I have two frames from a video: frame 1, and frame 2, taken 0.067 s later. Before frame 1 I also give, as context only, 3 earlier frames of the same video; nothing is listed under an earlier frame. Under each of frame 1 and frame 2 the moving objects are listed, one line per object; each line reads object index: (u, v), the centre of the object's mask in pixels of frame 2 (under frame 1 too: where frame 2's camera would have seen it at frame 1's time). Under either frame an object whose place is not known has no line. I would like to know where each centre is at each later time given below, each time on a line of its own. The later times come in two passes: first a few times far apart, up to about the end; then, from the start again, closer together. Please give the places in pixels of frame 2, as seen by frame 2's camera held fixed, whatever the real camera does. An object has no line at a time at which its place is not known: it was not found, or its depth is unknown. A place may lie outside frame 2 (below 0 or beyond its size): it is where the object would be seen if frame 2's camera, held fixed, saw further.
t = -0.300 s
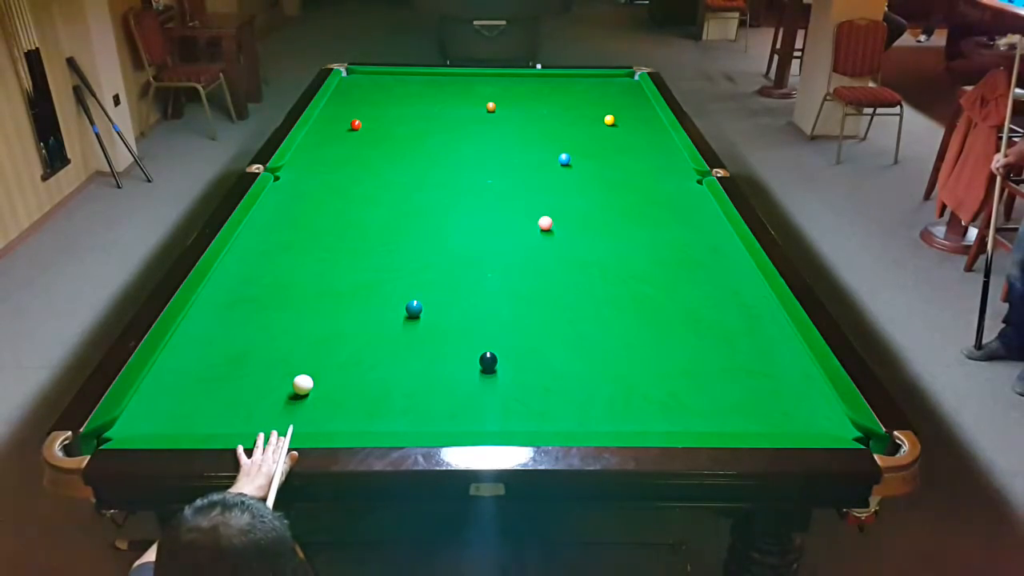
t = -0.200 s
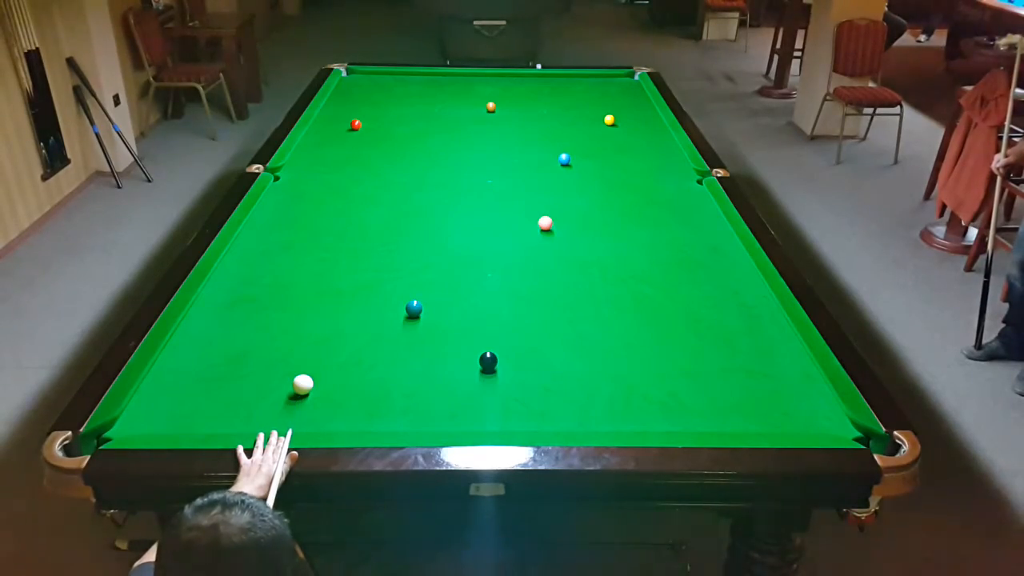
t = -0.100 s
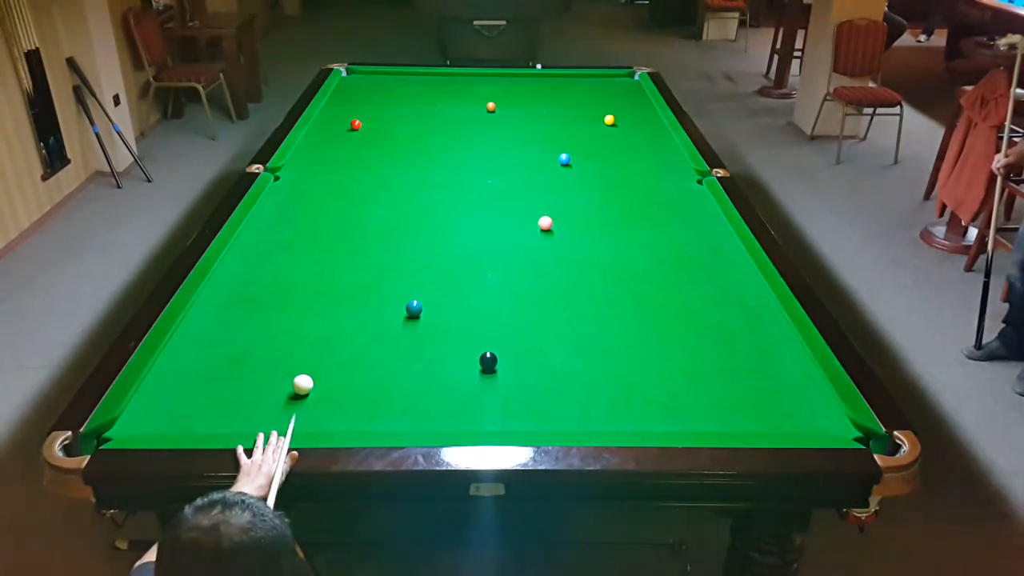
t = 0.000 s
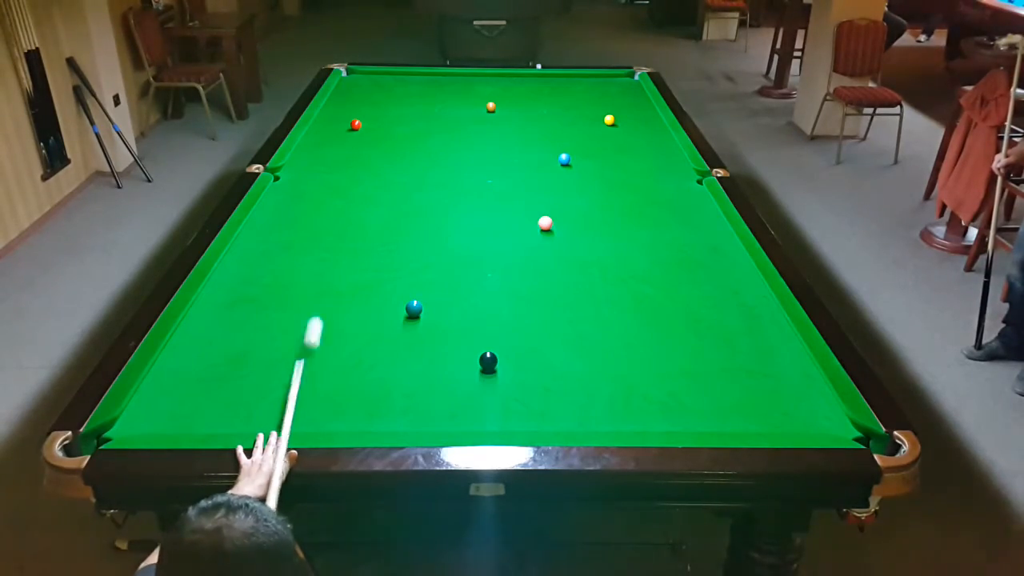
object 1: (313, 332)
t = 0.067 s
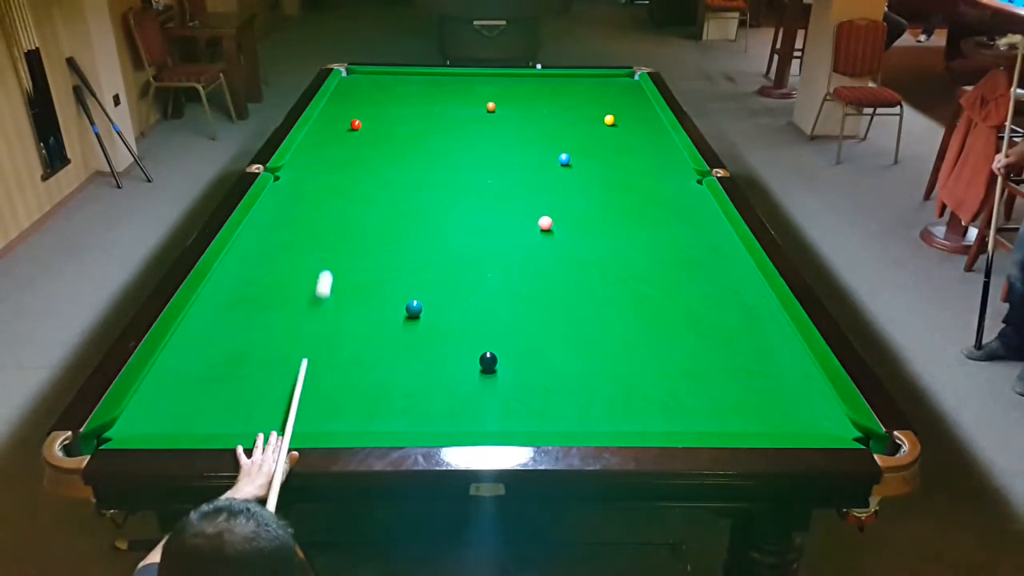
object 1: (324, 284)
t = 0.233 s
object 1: (342, 197)
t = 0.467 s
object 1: (359, 126)
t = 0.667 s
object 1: (376, 122)
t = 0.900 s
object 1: (392, 109)
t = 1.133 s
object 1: (405, 95)
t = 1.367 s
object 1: (417, 82)
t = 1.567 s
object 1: (425, 73)
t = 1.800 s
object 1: (428, 82)
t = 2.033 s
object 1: (432, 90)
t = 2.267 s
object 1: (435, 98)
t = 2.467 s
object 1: (438, 106)
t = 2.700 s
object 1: (441, 115)
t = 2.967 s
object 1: (445, 125)
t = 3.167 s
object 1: (448, 134)
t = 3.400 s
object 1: (452, 143)
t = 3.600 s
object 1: (455, 151)
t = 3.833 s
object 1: (459, 161)
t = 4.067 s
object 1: (462, 171)
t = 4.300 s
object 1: (466, 181)
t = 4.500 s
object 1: (469, 190)
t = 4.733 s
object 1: (473, 200)
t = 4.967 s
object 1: (477, 209)
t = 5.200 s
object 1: (481, 219)
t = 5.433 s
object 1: (484, 229)
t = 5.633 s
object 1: (487, 237)
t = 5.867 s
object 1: (490, 246)
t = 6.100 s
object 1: (493, 254)
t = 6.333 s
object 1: (495, 263)
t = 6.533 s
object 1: (497, 270)
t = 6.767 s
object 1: (500, 277)
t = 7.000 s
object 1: (502, 284)
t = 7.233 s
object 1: (504, 291)
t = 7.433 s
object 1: (506, 295)
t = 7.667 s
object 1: (507, 300)
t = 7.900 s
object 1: (509, 304)
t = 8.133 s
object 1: (509, 307)
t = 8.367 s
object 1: (510, 309)
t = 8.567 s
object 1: (510, 310)
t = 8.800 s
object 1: (510, 310)
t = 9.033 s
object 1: (510, 310)
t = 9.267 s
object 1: (510, 310)
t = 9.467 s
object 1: (510, 310)
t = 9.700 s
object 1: (510, 310)
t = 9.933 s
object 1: (510, 310)
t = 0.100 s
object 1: (329, 264)
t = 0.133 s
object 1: (333, 245)
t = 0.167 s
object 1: (336, 228)
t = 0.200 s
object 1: (339, 211)
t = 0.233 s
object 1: (342, 197)
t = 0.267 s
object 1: (345, 183)
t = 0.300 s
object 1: (348, 170)
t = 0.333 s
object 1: (350, 158)
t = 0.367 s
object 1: (352, 147)
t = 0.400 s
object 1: (354, 137)
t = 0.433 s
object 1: (356, 128)
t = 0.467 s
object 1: (359, 126)
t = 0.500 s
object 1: (362, 126)
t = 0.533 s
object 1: (364, 126)
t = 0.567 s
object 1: (367, 125)
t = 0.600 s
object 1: (370, 124)
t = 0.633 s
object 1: (373, 123)
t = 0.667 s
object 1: (376, 122)
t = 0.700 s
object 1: (378, 120)
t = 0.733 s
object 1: (381, 119)
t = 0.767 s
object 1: (383, 117)
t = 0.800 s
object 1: (385, 115)
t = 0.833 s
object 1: (387, 113)
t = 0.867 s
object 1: (390, 111)
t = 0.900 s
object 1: (392, 109)
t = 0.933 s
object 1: (394, 107)
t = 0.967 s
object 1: (396, 105)
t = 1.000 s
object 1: (398, 103)
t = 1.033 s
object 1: (400, 101)
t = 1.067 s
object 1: (402, 99)
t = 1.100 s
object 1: (403, 96)
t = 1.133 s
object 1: (405, 95)
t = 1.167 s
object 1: (407, 92)
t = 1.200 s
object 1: (409, 91)
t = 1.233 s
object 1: (410, 89)
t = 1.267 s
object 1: (412, 87)
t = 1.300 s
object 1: (414, 85)
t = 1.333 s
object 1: (415, 83)
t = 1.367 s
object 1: (417, 82)
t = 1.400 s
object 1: (419, 80)
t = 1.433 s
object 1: (420, 78)
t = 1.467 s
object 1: (422, 77)
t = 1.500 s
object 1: (423, 75)
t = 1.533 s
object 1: (425, 73)
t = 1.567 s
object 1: (425, 73)
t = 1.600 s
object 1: (426, 74)
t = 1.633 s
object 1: (426, 76)
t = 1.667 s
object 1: (427, 77)
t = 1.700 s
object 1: (427, 78)
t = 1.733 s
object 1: (427, 79)
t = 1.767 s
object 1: (428, 81)
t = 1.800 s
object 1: (428, 82)
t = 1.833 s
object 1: (429, 83)
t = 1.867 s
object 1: (429, 84)
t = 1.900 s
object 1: (430, 85)
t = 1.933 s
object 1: (430, 86)
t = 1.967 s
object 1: (431, 87)
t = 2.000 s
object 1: (431, 89)
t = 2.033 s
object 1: (432, 90)
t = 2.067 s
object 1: (432, 91)
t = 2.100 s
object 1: (433, 92)
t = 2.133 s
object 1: (433, 94)
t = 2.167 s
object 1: (434, 95)
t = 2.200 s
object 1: (434, 96)
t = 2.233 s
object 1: (435, 97)
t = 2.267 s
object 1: (435, 98)
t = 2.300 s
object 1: (436, 100)
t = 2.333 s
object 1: (436, 101)
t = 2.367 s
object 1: (437, 102)
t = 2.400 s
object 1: (437, 103)
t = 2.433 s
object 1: (438, 105)
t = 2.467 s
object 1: (438, 106)
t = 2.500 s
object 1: (439, 107)
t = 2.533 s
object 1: (439, 108)
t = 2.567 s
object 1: (440, 110)
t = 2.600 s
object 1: (440, 111)
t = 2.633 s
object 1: (441, 112)
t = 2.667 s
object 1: (441, 114)
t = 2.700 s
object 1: (441, 115)
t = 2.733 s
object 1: (442, 116)
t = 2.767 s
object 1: (443, 117)
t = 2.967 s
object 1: (445, 125)
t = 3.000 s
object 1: (446, 127)
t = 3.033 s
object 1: (446, 128)
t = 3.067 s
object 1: (447, 129)
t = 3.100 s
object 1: (447, 131)
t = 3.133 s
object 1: (448, 132)
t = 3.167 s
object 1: (448, 134)
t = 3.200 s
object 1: (449, 135)
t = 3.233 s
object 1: (450, 136)
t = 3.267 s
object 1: (450, 137)
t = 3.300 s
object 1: (450, 139)
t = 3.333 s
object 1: (451, 140)
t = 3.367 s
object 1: (451, 141)
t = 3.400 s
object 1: (452, 143)
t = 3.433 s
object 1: (452, 144)
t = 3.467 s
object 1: (453, 146)
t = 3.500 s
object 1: (454, 147)
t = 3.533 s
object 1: (454, 148)
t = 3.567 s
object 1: (455, 150)
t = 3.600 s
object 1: (455, 151)
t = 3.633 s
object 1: (456, 153)
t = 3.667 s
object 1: (456, 154)
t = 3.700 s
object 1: (456, 155)
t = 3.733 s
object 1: (457, 157)
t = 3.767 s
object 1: (458, 158)
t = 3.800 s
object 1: (458, 160)
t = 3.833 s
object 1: (459, 161)
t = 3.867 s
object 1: (459, 163)
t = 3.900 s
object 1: (460, 164)
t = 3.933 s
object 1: (460, 165)
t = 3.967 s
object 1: (461, 167)
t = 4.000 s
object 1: (461, 168)
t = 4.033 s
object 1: (462, 170)
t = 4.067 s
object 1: (462, 171)
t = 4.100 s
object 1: (463, 172)
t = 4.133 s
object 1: (463, 174)
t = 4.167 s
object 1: (464, 175)
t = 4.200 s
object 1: (464, 177)
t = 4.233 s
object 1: (465, 178)
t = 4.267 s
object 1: (465, 180)
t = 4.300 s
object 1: (466, 181)
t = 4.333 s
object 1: (467, 183)
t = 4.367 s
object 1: (467, 184)
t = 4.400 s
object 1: (468, 186)
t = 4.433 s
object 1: (468, 187)
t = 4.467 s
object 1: (469, 188)
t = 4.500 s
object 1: (469, 190)
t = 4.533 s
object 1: (470, 191)
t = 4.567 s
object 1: (471, 193)
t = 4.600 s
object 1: (471, 194)
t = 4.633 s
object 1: (472, 195)
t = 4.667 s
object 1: (472, 197)
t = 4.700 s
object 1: (473, 198)
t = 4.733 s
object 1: (473, 200)
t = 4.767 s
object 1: (474, 201)
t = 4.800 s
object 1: (474, 202)
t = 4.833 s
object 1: (475, 204)
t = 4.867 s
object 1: (475, 205)
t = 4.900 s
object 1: (476, 206)
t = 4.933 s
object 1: (477, 208)
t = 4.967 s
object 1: (477, 209)
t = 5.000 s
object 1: (478, 211)
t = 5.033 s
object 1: (478, 212)
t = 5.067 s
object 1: (479, 213)
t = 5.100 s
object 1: (479, 215)
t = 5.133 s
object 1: (480, 216)
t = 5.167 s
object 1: (480, 218)
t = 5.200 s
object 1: (481, 219)
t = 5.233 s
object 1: (481, 221)
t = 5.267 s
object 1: (482, 222)
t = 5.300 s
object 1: (482, 223)
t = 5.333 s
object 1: (483, 225)
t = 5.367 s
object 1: (483, 226)
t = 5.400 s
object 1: (484, 227)
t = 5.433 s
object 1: (484, 229)
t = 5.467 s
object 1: (484, 230)
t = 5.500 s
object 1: (485, 231)
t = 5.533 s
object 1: (485, 233)
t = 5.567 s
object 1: (486, 234)
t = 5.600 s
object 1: (486, 235)
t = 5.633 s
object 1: (487, 237)
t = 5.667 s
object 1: (487, 238)
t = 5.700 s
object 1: (487, 239)
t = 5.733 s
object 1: (488, 241)
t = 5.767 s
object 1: (488, 242)
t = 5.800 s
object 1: (489, 243)
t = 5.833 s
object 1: (489, 245)
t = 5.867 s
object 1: (490, 246)
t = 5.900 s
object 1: (490, 247)
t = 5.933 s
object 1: (491, 248)
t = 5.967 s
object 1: (491, 250)
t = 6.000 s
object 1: (491, 251)
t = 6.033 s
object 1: (492, 252)
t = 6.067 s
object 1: (492, 253)
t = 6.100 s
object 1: (493, 254)
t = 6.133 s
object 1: (493, 256)
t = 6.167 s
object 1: (493, 257)
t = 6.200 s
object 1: (494, 258)
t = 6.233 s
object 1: (494, 259)
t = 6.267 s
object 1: (495, 261)
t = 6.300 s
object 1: (495, 262)
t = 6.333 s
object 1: (495, 263)
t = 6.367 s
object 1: (496, 264)
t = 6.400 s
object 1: (496, 265)
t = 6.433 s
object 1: (497, 266)
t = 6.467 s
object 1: (497, 268)
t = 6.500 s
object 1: (497, 269)
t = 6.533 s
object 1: (497, 270)
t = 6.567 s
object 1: (498, 271)
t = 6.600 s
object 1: (498, 272)
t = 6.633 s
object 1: (498, 273)
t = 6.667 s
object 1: (499, 274)
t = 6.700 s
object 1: (499, 275)
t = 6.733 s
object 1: (500, 276)
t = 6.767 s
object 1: (500, 277)
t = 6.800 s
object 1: (500, 278)
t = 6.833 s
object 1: (501, 279)
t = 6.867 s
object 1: (501, 281)
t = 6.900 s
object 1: (501, 281)
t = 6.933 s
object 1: (501, 282)
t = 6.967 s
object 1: (502, 283)
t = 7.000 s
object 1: (502, 284)
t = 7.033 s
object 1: (502, 285)
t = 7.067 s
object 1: (503, 286)
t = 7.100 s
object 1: (503, 287)
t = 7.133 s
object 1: (503, 288)
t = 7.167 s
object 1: (503, 289)
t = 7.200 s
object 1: (504, 290)
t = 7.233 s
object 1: (504, 291)
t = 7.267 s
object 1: (504, 291)
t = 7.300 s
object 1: (505, 292)
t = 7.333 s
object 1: (505, 293)
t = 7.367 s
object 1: (505, 294)
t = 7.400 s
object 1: (505, 295)
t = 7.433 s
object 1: (506, 295)
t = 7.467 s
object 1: (506, 296)
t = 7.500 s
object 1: (506, 296)
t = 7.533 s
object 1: (506, 297)
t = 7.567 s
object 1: (507, 298)
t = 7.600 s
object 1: (507, 299)
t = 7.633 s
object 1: (507, 299)
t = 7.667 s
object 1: (507, 300)
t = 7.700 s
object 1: (508, 300)
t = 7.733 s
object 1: (508, 301)
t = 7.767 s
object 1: (508, 302)
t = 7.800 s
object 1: (508, 302)
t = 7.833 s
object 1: (508, 303)
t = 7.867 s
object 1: (509, 303)
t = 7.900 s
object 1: (509, 304)
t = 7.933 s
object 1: (509, 304)
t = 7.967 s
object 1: (509, 305)
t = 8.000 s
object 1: (509, 305)
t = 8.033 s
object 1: (509, 305)
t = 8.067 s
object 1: (509, 306)
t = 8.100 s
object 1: (509, 306)
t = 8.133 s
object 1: (509, 307)
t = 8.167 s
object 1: (509, 307)
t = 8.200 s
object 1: (509, 307)
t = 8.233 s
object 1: (509, 308)
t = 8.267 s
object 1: (509, 308)
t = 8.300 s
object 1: (509, 308)
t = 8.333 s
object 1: (509, 309)
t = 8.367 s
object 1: (510, 309)
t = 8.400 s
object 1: (510, 309)
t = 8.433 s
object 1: (509, 309)
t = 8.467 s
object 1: (509, 309)
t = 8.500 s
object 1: (510, 309)
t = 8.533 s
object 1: (510, 309)
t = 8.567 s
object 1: (510, 310)
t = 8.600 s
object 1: (509, 310)
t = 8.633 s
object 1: (510, 310)
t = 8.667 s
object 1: (510, 310)
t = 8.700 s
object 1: (510, 310)
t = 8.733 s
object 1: (510, 310)
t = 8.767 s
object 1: (510, 310)
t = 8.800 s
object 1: (510, 310)
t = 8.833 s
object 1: (510, 310)
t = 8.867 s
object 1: (510, 310)
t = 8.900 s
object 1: (510, 310)
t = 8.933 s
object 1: (510, 310)
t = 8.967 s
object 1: (510, 310)
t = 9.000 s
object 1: (510, 310)
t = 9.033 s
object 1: (510, 310)
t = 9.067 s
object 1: (510, 310)
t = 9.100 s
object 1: (510, 310)
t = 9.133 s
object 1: (510, 310)
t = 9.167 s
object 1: (510, 310)
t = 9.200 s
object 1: (510, 310)
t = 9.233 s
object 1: (510, 310)
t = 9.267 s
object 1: (510, 310)
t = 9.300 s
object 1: (510, 310)
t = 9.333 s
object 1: (510, 310)
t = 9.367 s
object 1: (510, 310)
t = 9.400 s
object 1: (510, 310)
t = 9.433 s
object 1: (510, 310)
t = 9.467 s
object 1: (510, 310)
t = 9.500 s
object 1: (510, 310)
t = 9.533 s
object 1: (510, 310)
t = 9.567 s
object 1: (510, 310)
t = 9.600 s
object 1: (510, 310)
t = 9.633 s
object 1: (510, 310)
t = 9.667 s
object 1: (510, 310)
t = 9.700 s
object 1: (510, 310)
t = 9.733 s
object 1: (510, 310)
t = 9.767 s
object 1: (510, 310)
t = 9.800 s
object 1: (510, 310)
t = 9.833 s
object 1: (510, 310)
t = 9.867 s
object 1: (510, 310)
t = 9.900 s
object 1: (510, 310)
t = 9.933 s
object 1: (510, 310)
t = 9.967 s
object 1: (510, 310)
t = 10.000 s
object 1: (510, 310)
